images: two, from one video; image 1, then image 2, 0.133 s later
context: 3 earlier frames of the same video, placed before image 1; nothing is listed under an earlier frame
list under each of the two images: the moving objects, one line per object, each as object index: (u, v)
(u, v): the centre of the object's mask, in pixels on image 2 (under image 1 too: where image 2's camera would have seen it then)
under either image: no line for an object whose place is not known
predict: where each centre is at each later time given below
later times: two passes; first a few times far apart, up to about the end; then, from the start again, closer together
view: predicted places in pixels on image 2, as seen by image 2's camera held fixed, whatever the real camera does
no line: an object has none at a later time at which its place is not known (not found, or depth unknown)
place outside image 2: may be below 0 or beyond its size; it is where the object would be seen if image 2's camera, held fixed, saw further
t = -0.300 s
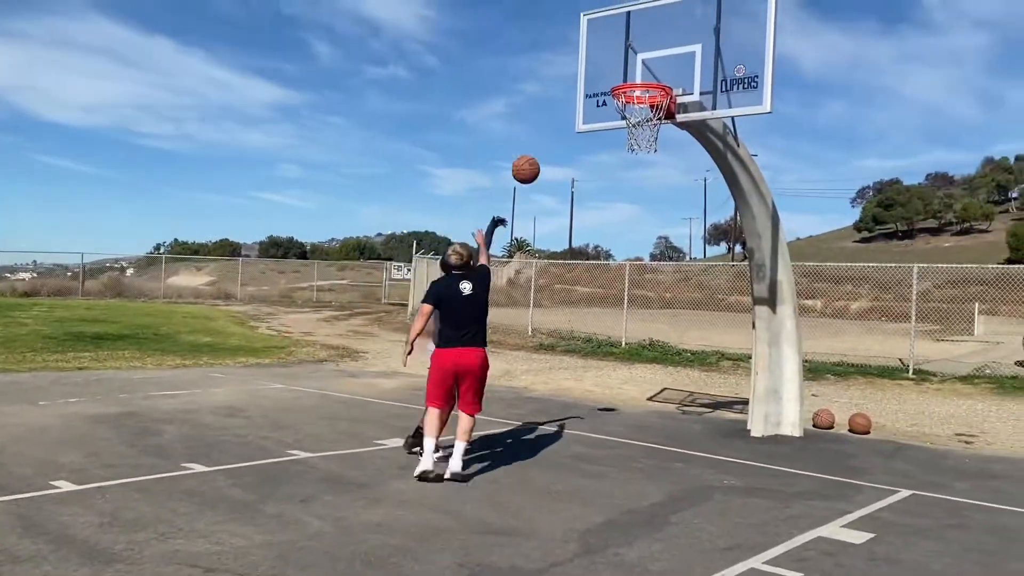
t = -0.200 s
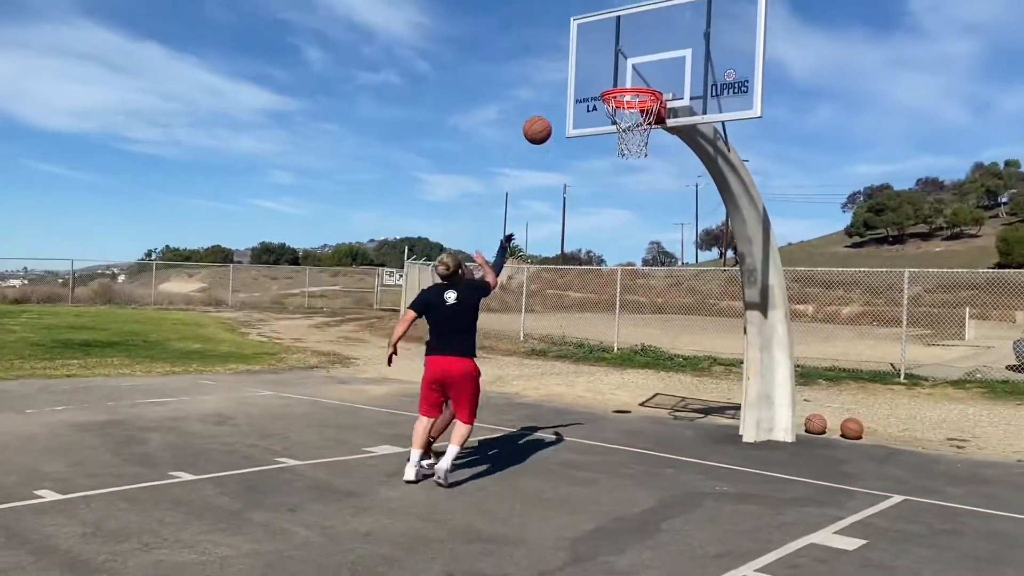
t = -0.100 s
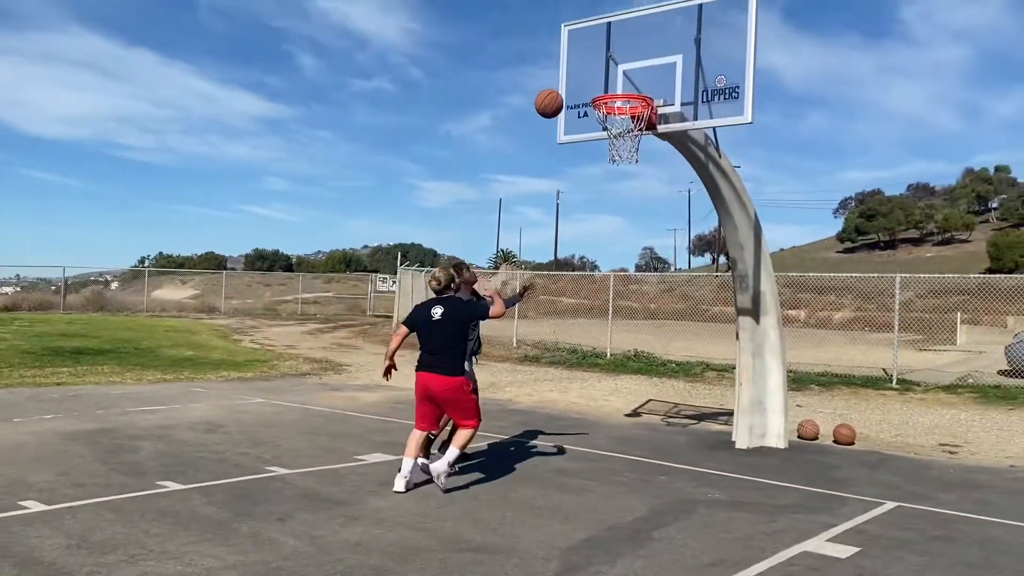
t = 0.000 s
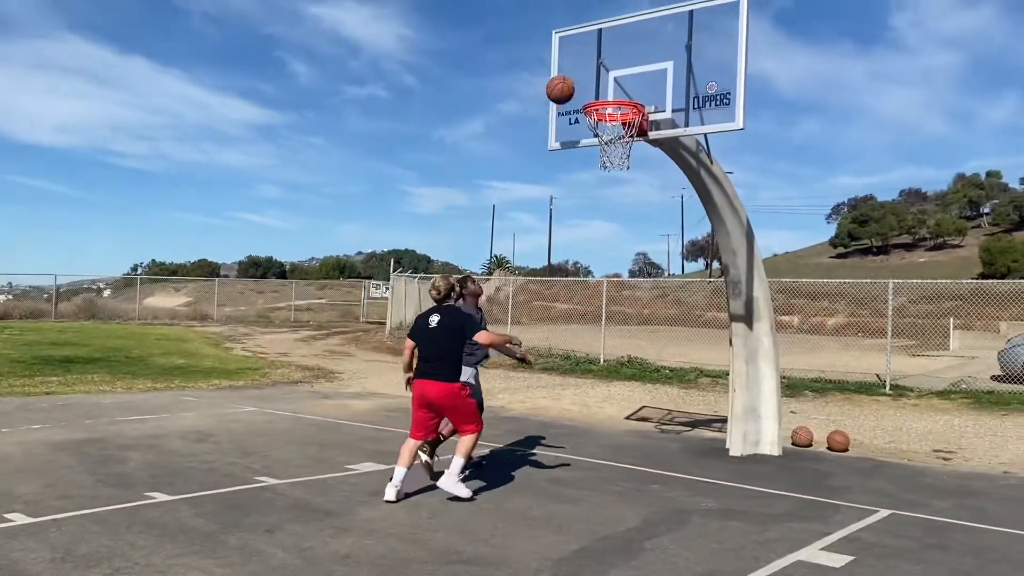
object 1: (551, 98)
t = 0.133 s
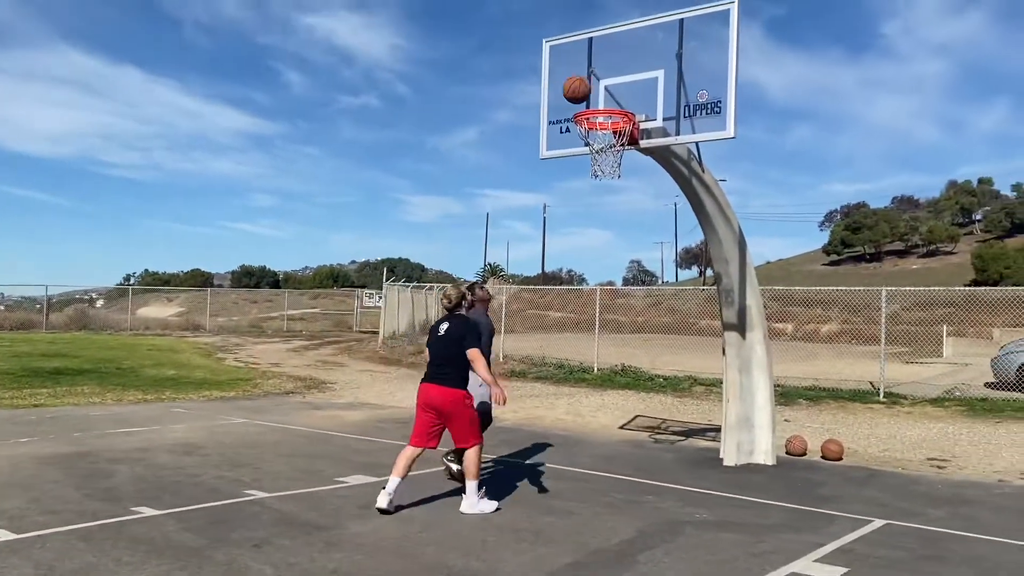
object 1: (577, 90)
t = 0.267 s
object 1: (598, 94)
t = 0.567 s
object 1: (606, 126)
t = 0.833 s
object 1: (583, 153)
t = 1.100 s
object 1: (605, 202)
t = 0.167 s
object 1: (583, 90)
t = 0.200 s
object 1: (589, 93)
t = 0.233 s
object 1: (595, 95)
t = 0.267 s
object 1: (598, 94)
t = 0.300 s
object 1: (602, 93)
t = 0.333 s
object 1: (605, 93)
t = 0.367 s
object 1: (608, 95)
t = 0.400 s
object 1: (611, 97)
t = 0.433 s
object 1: (614, 99)
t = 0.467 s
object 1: (619, 102)
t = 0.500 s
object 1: (618, 104)
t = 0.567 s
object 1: (606, 126)
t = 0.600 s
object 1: (601, 130)
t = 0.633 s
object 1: (593, 134)
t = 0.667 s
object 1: (588, 140)
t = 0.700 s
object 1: (584, 142)
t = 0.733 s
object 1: (582, 148)
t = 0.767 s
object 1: (580, 150)
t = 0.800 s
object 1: (581, 151)
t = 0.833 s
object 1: (583, 153)
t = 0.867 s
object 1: (586, 156)
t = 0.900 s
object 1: (588, 159)
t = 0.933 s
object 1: (591, 163)
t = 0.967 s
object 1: (593, 168)
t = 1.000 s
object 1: (596, 176)
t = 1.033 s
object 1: (599, 183)
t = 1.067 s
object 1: (602, 192)
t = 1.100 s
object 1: (605, 202)
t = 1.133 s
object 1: (607, 214)
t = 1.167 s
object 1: (610, 227)
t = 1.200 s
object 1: (612, 241)
